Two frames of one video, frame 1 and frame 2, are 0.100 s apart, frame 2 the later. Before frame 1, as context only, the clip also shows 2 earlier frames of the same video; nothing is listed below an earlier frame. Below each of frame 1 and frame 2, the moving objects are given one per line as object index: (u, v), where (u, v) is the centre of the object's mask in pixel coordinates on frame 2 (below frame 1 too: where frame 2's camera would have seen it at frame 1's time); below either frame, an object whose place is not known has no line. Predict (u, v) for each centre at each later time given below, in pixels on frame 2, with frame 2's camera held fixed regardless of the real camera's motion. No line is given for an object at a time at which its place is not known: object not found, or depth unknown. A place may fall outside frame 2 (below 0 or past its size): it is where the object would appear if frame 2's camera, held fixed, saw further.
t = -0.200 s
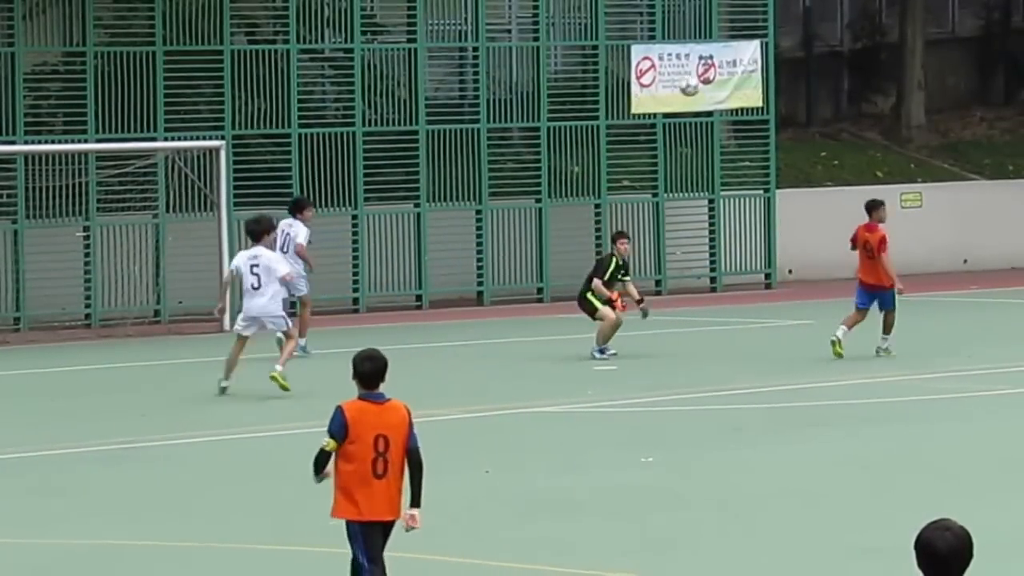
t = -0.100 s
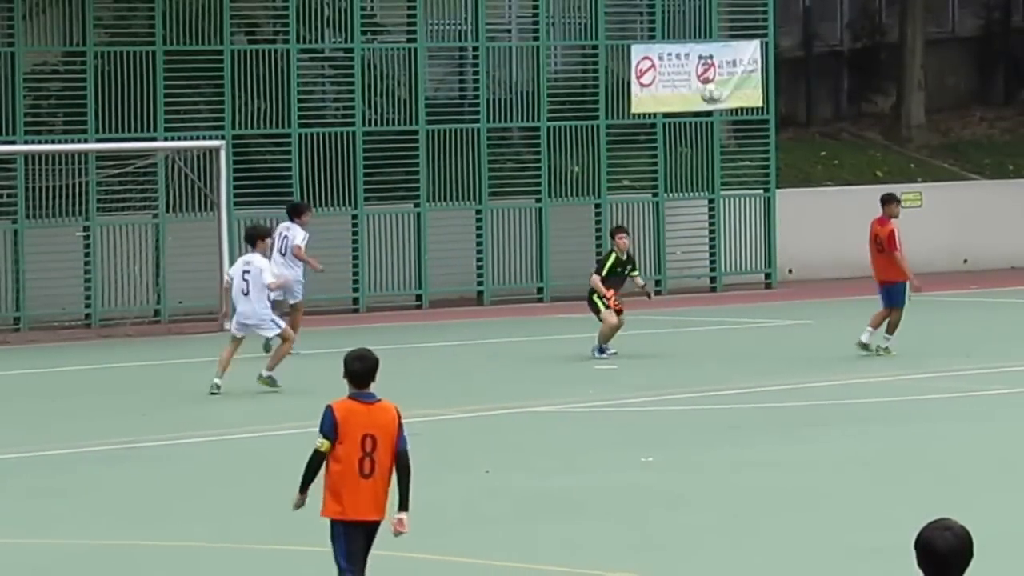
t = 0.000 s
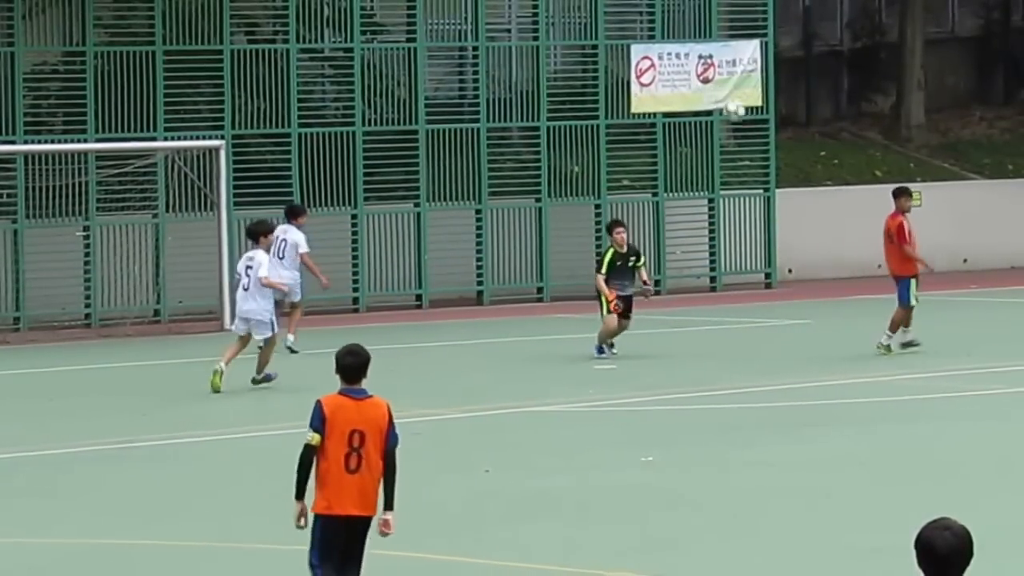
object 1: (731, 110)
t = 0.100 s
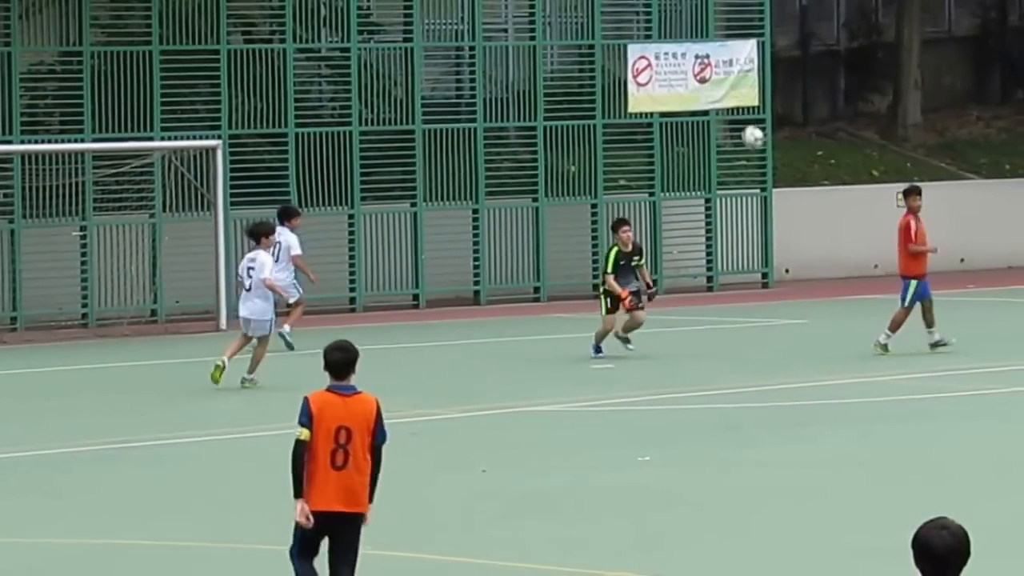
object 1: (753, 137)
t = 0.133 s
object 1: (761, 148)
